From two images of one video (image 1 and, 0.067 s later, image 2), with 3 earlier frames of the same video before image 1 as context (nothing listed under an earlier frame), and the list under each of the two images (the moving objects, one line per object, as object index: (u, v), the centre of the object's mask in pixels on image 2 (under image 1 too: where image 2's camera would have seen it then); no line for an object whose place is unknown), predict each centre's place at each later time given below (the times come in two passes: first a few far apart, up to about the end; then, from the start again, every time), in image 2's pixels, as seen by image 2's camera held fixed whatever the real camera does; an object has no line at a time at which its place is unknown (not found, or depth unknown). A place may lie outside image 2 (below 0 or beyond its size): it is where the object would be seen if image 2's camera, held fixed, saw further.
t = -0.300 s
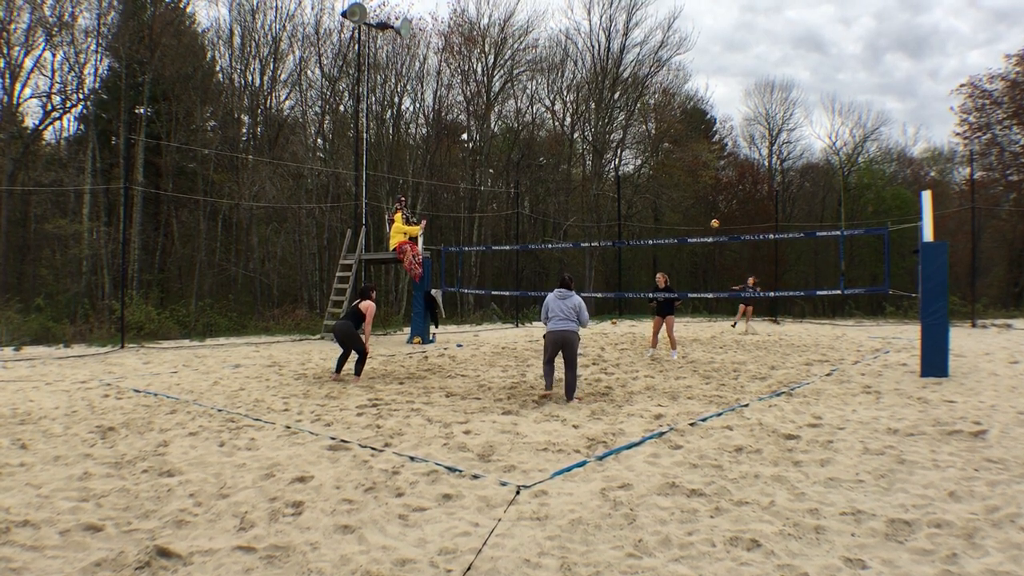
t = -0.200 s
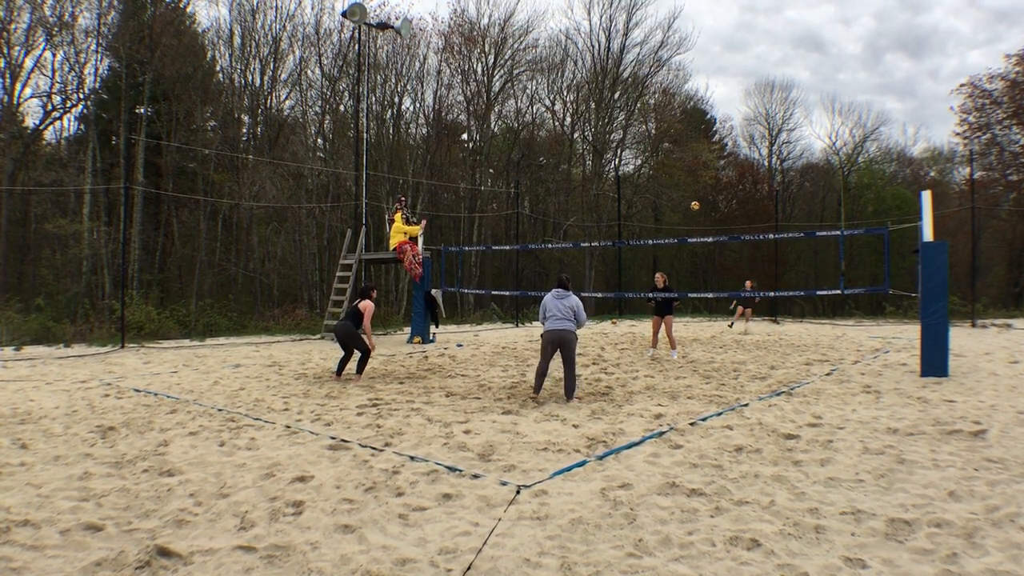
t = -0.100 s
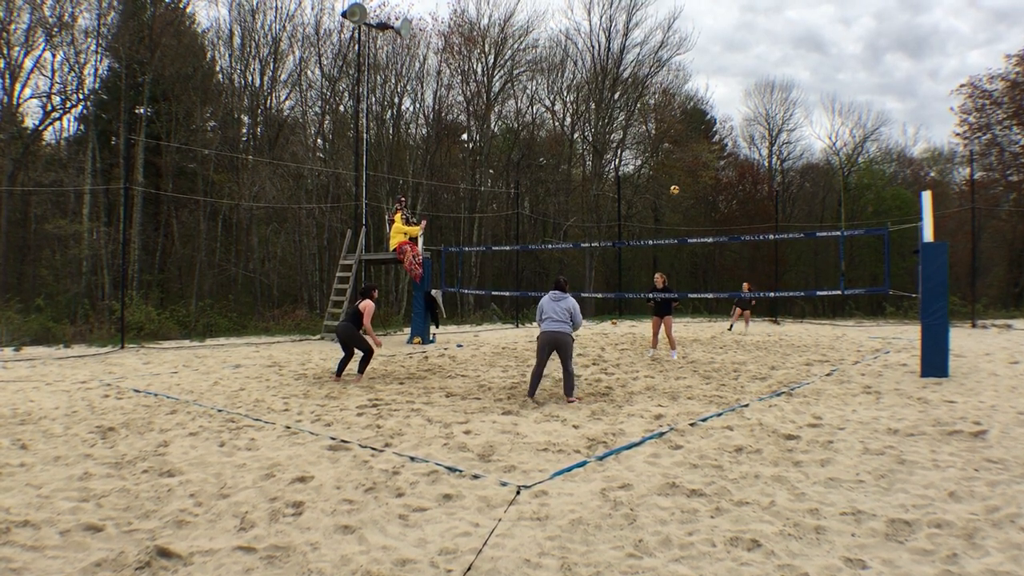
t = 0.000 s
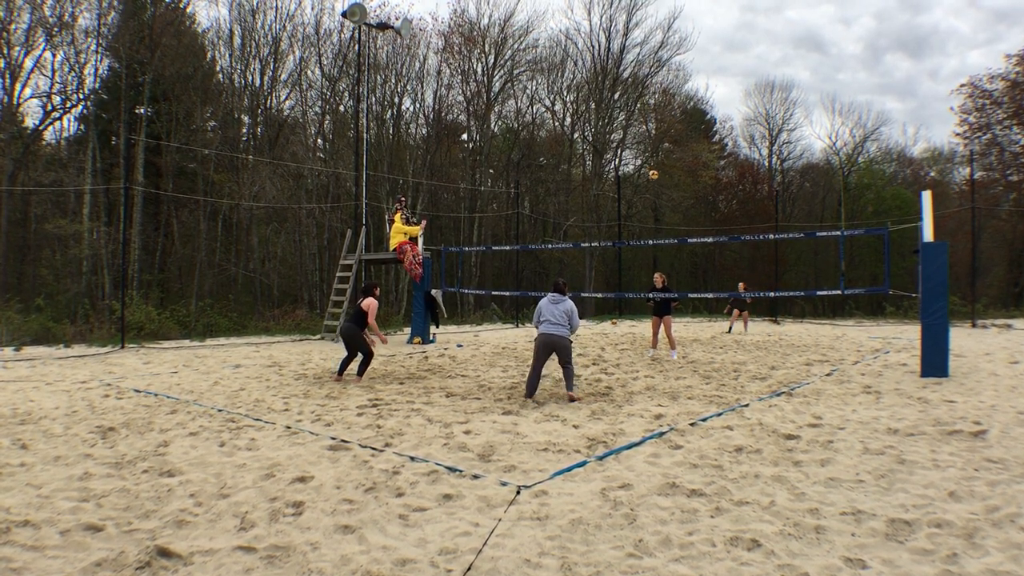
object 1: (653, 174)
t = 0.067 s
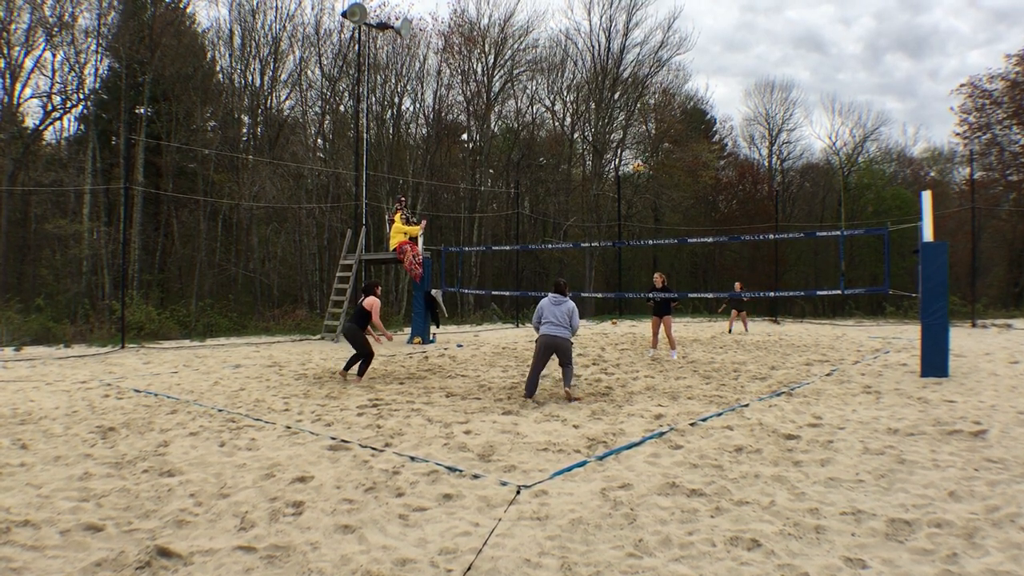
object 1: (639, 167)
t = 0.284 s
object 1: (583, 147)
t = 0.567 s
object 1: (487, 151)
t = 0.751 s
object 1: (399, 190)
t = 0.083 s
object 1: (634, 164)
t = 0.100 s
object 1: (630, 162)
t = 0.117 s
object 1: (627, 159)
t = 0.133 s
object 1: (622, 159)
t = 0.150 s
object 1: (619, 158)
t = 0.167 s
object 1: (615, 156)
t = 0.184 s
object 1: (610, 155)
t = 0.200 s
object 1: (607, 153)
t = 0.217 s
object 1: (603, 151)
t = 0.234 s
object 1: (598, 149)
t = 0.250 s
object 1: (593, 148)
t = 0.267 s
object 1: (589, 147)
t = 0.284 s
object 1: (583, 147)
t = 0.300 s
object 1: (580, 146)
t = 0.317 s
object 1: (575, 145)
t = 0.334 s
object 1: (570, 144)
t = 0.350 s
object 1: (565, 143)
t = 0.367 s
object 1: (559, 143)
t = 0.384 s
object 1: (554, 143)
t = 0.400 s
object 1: (549, 143)
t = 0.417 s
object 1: (543, 142)
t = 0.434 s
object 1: (538, 142)
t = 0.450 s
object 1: (532, 143)
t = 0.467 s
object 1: (526, 144)
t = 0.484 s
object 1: (520, 145)
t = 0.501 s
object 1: (513, 146)
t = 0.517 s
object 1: (508, 146)
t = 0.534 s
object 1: (500, 148)
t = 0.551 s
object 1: (494, 149)
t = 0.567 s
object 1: (487, 151)
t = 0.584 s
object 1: (480, 153)
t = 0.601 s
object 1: (473, 156)
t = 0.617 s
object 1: (466, 158)
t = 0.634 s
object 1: (458, 161)
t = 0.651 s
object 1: (450, 164)
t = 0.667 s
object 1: (442, 168)
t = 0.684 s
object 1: (434, 171)
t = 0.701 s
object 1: (425, 176)
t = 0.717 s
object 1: (417, 180)
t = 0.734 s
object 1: (408, 185)
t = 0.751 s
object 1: (399, 190)
